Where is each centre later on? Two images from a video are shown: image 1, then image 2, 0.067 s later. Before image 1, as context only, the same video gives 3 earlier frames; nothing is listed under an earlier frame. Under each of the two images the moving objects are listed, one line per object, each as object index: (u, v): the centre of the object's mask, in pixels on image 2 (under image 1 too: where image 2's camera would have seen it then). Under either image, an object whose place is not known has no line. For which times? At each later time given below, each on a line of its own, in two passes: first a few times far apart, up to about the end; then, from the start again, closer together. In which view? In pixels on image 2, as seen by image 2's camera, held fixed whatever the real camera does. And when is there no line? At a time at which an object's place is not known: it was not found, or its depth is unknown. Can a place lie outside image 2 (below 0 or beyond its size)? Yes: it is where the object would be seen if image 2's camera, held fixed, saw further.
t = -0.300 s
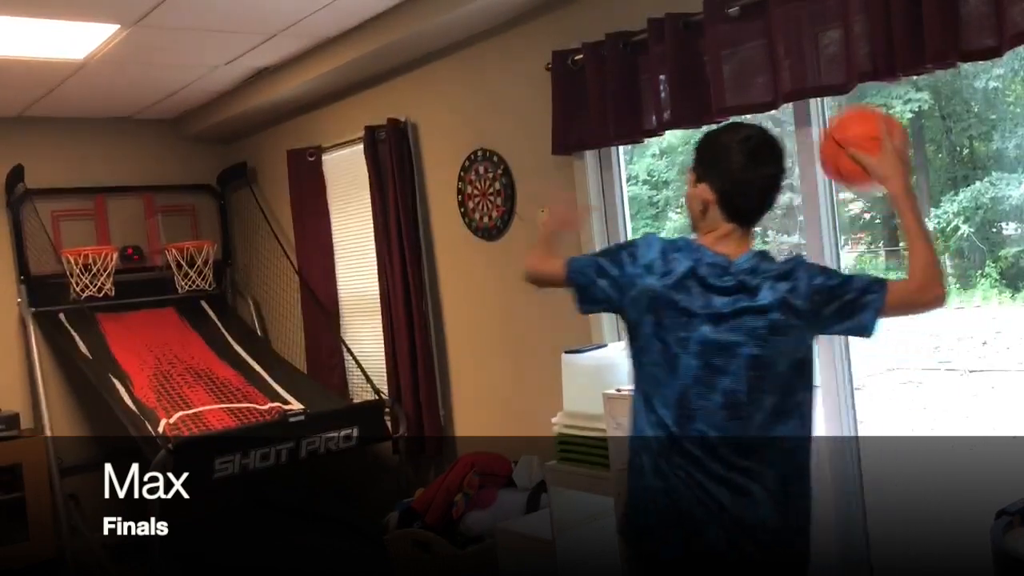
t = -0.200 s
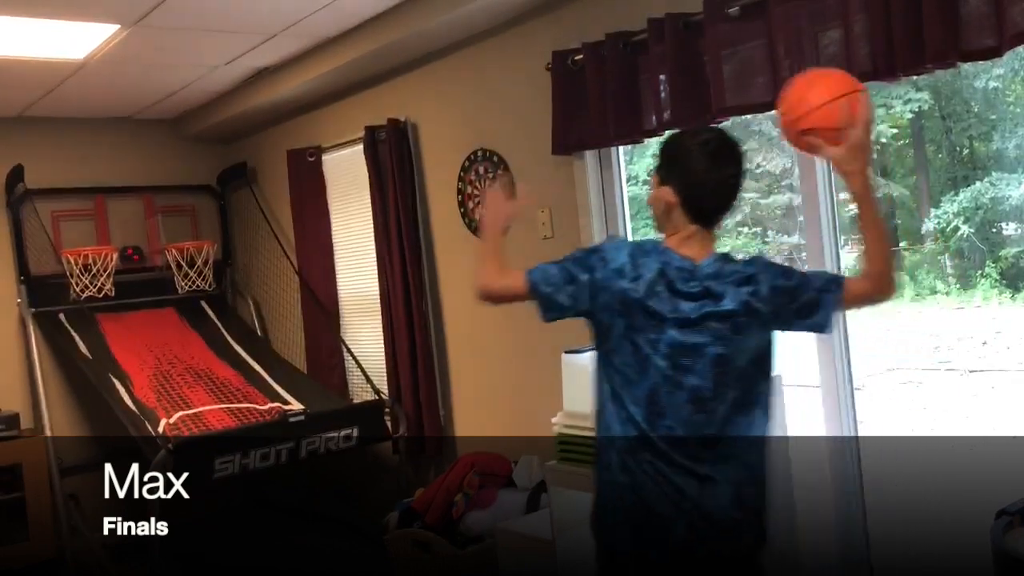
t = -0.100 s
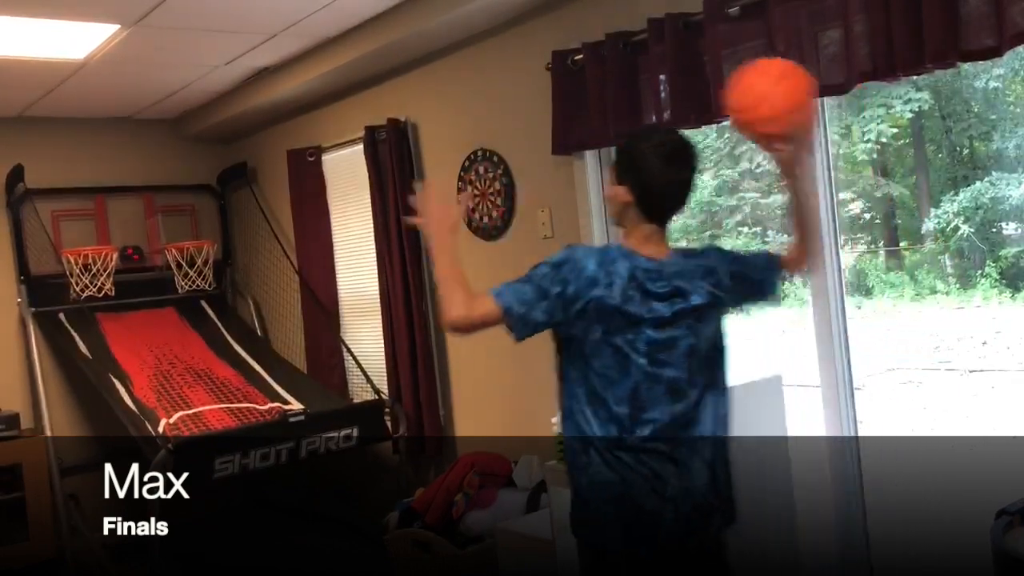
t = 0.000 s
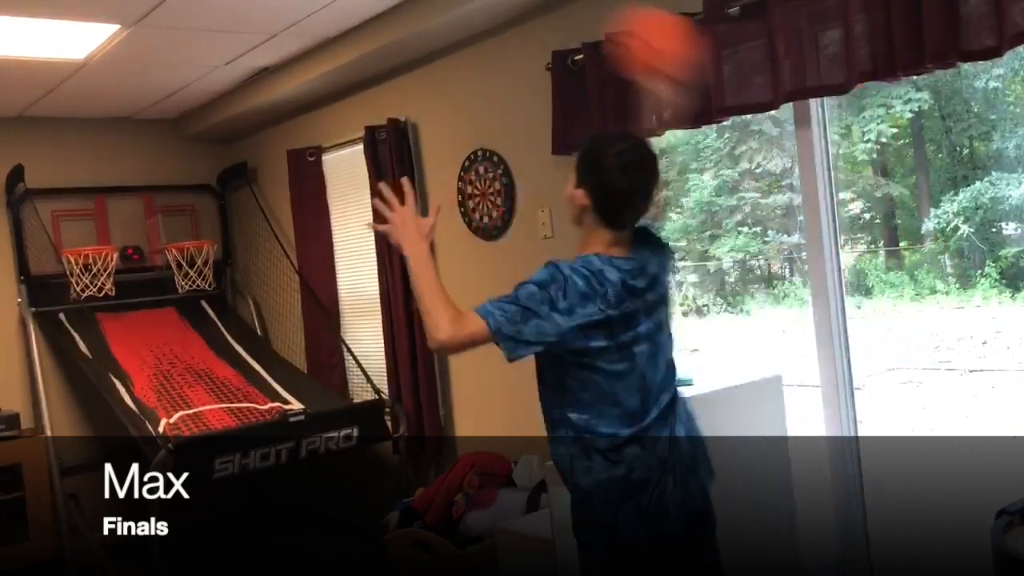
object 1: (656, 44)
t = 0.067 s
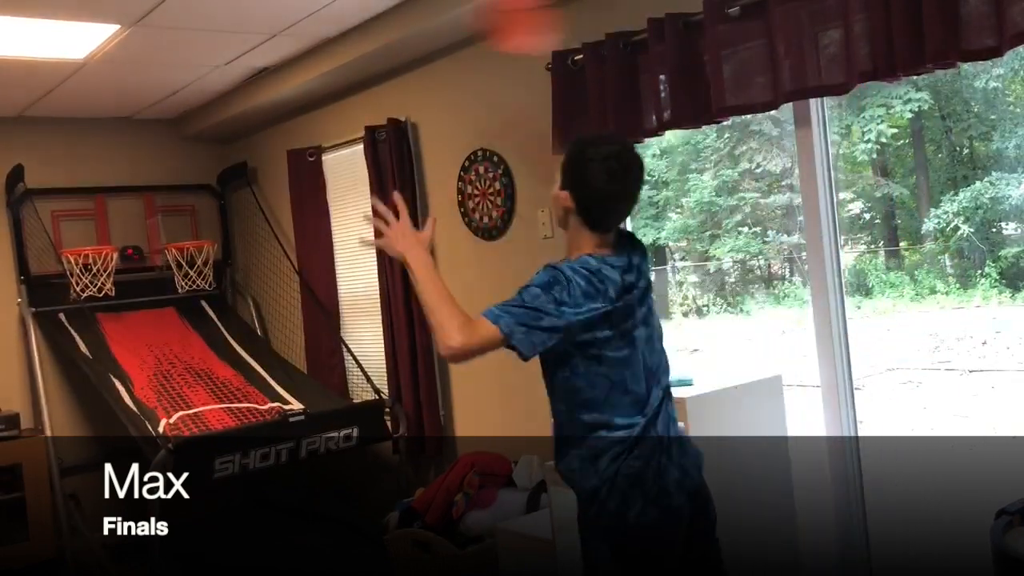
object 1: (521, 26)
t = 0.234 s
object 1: (286, 27)
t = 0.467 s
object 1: (146, 142)
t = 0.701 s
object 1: (135, 230)
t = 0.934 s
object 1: (218, 246)
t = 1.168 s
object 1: (320, 364)
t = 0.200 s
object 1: (321, 22)
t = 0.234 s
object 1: (286, 27)
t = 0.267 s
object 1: (255, 35)
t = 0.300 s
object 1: (231, 51)
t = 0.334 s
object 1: (209, 70)
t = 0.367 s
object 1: (190, 89)
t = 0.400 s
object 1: (173, 107)
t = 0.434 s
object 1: (160, 124)
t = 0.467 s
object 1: (146, 142)
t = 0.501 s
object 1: (134, 163)
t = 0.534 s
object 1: (122, 185)
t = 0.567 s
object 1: (110, 205)
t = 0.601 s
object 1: (109, 223)
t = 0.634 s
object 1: (116, 234)
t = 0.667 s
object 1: (125, 235)
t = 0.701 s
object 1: (135, 230)
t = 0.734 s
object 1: (146, 227)
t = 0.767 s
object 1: (156, 224)
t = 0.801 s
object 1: (167, 224)
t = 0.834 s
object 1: (179, 226)
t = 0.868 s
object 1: (192, 230)
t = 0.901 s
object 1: (206, 237)
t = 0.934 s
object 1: (218, 246)
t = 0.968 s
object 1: (231, 255)
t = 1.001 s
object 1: (245, 268)
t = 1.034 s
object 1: (259, 282)
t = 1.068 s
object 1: (274, 299)
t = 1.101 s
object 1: (290, 320)
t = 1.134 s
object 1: (304, 340)
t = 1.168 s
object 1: (320, 364)
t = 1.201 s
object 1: (334, 388)
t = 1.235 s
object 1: (344, 401)
